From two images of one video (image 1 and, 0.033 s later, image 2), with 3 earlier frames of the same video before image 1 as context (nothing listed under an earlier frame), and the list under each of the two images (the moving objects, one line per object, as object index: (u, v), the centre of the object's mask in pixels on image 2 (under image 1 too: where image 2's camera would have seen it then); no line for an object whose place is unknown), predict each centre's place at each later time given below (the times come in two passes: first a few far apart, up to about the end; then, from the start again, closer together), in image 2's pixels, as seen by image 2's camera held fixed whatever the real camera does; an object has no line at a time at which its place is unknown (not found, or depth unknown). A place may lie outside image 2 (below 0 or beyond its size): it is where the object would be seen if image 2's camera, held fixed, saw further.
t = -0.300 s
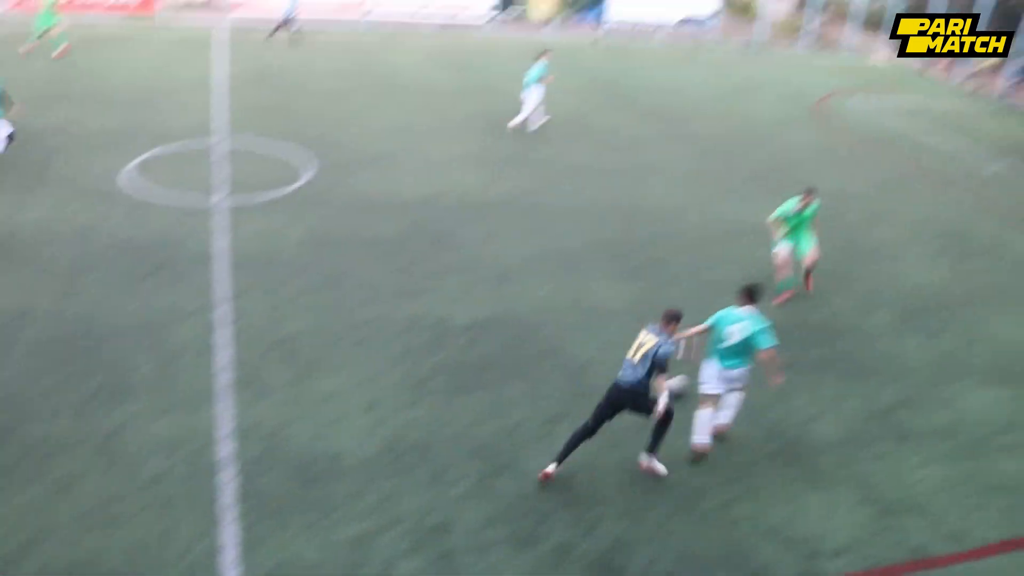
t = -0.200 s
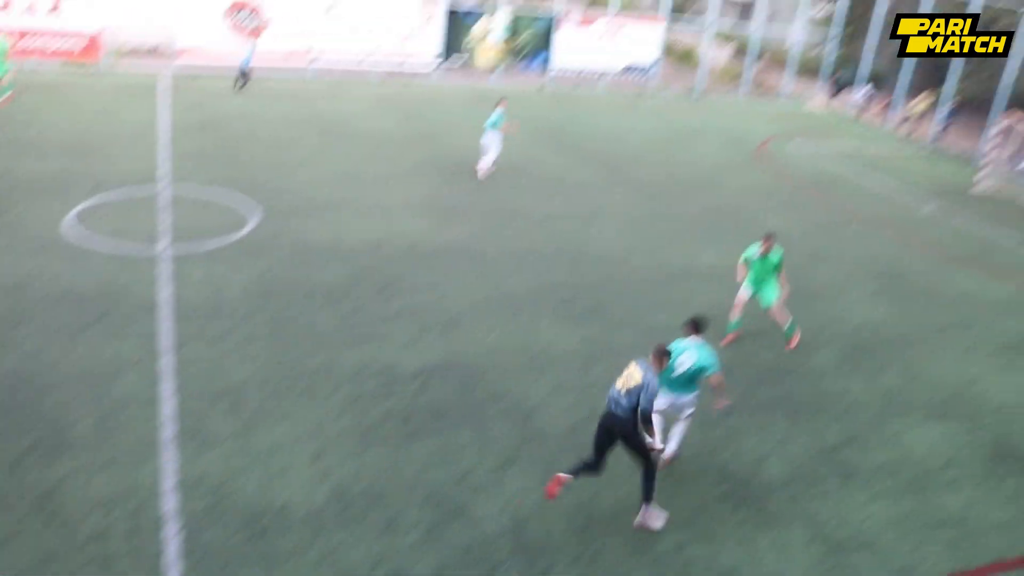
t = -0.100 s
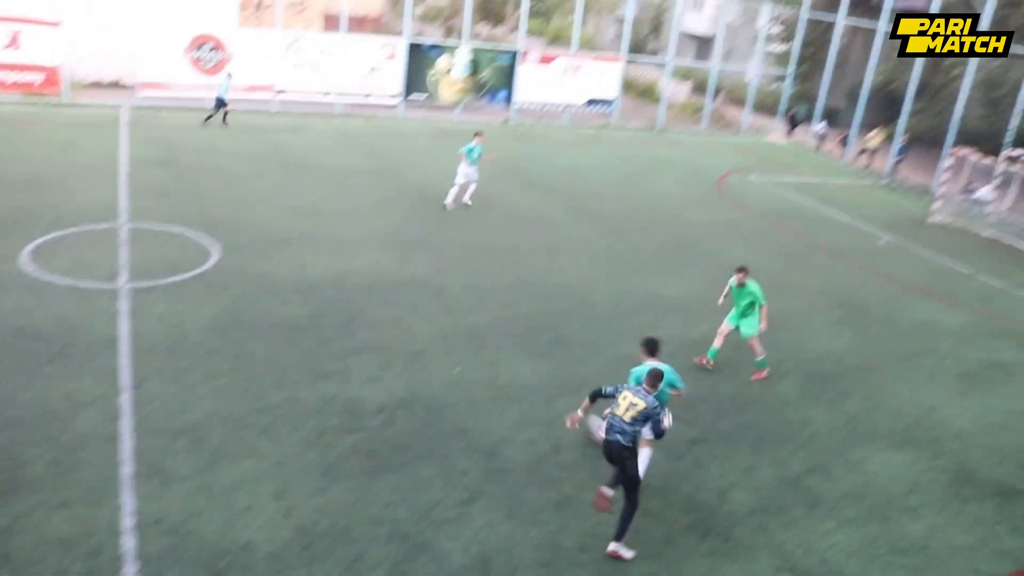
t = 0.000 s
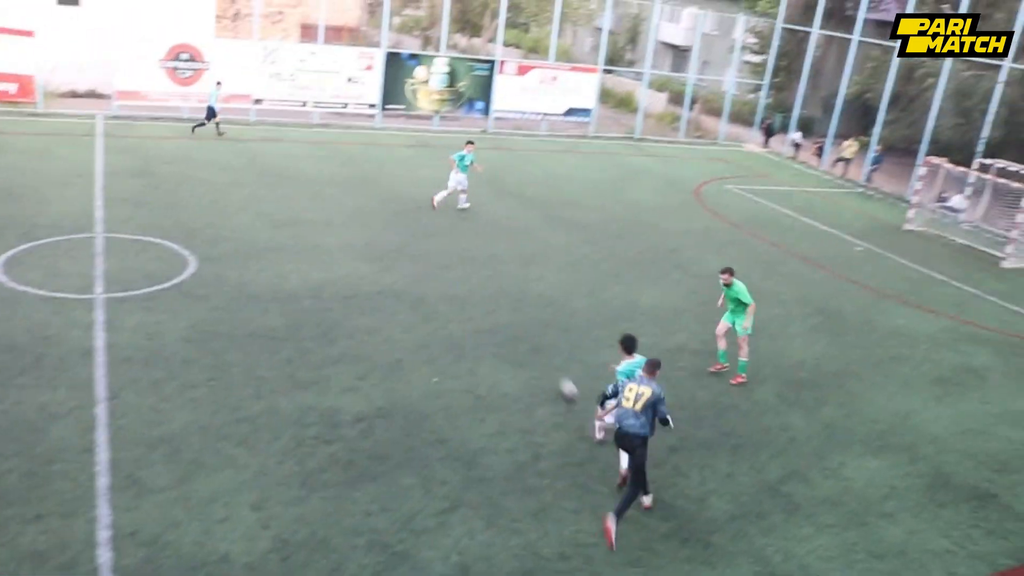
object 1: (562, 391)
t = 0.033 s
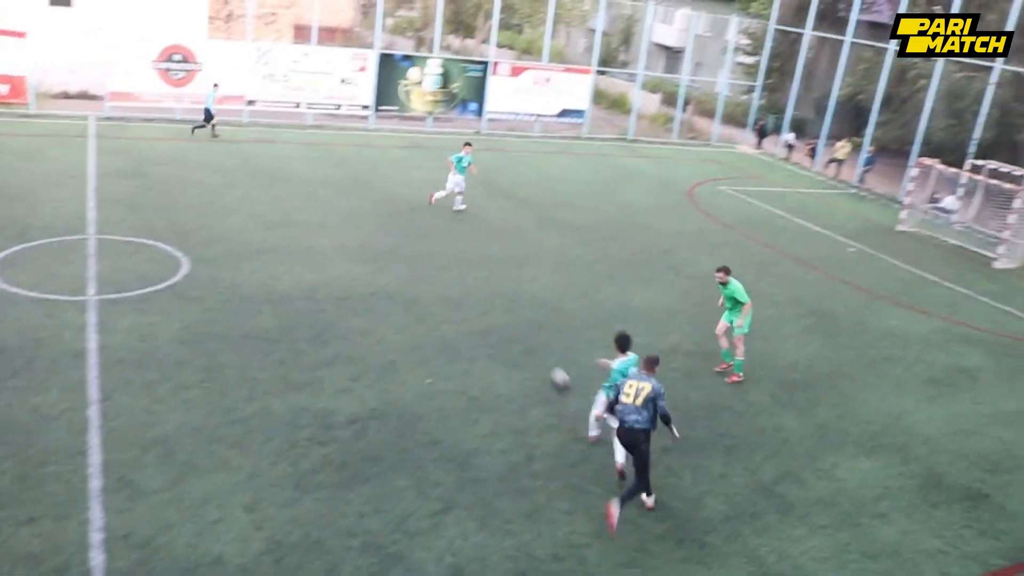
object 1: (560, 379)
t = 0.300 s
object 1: (552, 308)
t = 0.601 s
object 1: (550, 266)
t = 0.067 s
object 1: (559, 368)
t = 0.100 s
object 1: (557, 357)
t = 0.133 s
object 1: (556, 348)
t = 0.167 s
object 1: (555, 339)
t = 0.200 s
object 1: (554, 331)
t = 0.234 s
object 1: (552, 322)
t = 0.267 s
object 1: (553, 315)
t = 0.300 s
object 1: (552, 308)
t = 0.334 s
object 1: (551, 301)
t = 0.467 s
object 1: (549, 282)
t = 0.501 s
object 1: (550, 278)
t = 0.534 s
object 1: (550, 274)
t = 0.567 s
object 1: (549, 270)
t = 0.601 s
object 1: (550, 266)
